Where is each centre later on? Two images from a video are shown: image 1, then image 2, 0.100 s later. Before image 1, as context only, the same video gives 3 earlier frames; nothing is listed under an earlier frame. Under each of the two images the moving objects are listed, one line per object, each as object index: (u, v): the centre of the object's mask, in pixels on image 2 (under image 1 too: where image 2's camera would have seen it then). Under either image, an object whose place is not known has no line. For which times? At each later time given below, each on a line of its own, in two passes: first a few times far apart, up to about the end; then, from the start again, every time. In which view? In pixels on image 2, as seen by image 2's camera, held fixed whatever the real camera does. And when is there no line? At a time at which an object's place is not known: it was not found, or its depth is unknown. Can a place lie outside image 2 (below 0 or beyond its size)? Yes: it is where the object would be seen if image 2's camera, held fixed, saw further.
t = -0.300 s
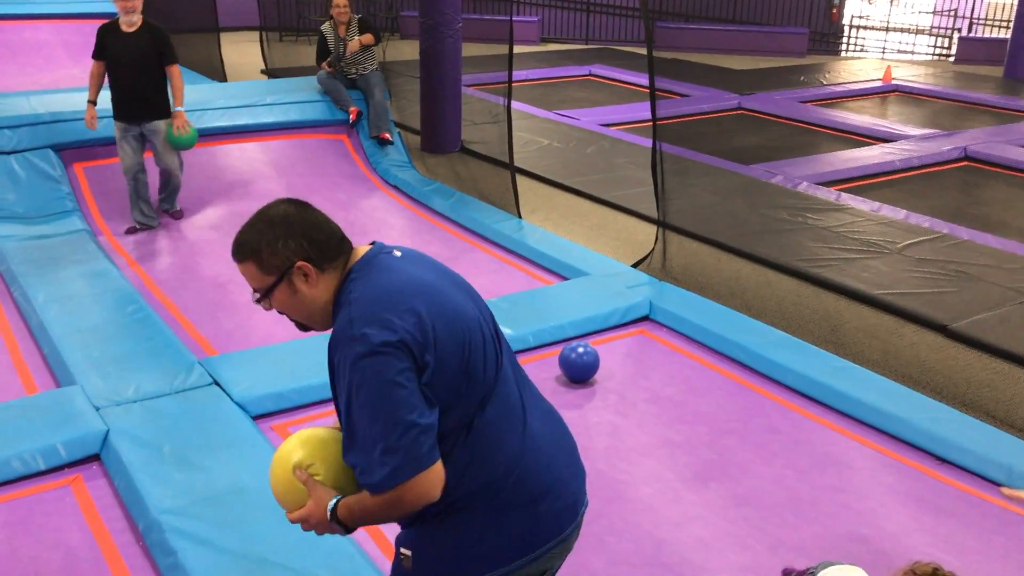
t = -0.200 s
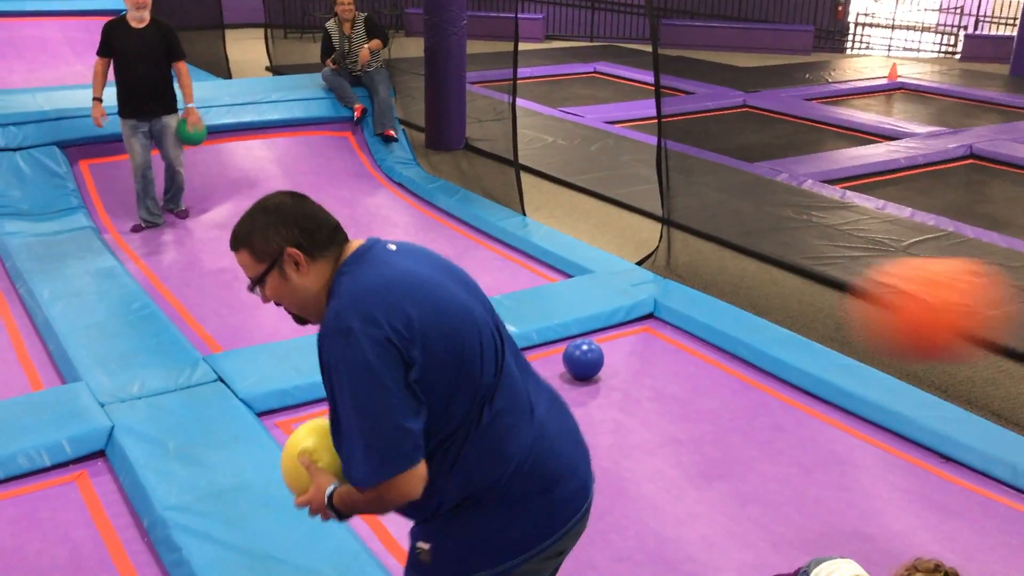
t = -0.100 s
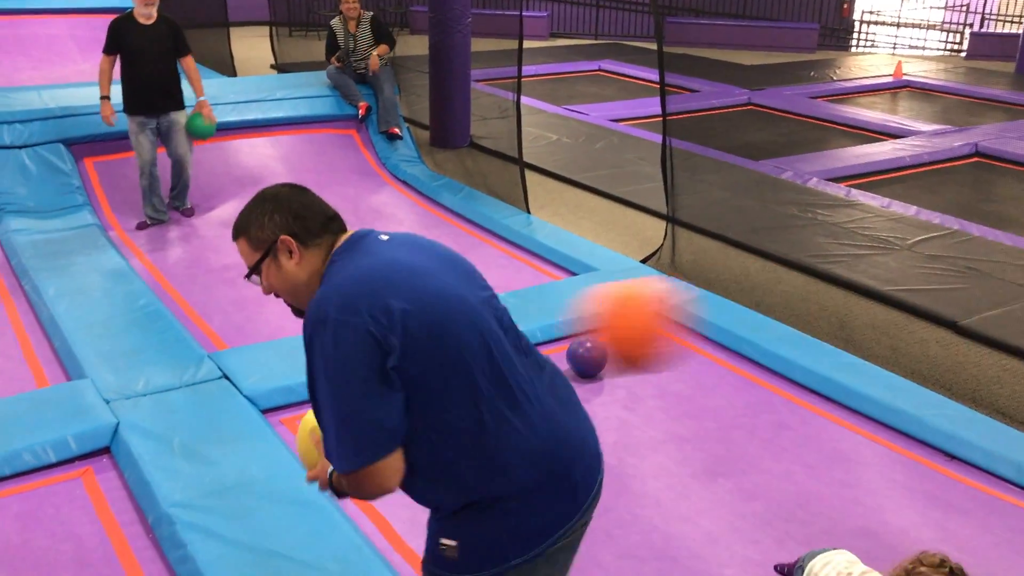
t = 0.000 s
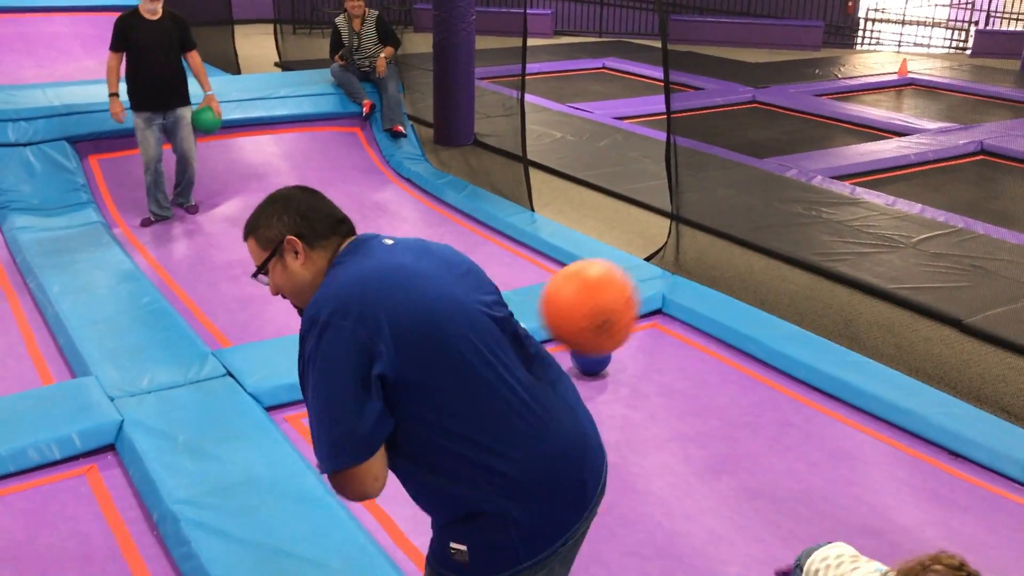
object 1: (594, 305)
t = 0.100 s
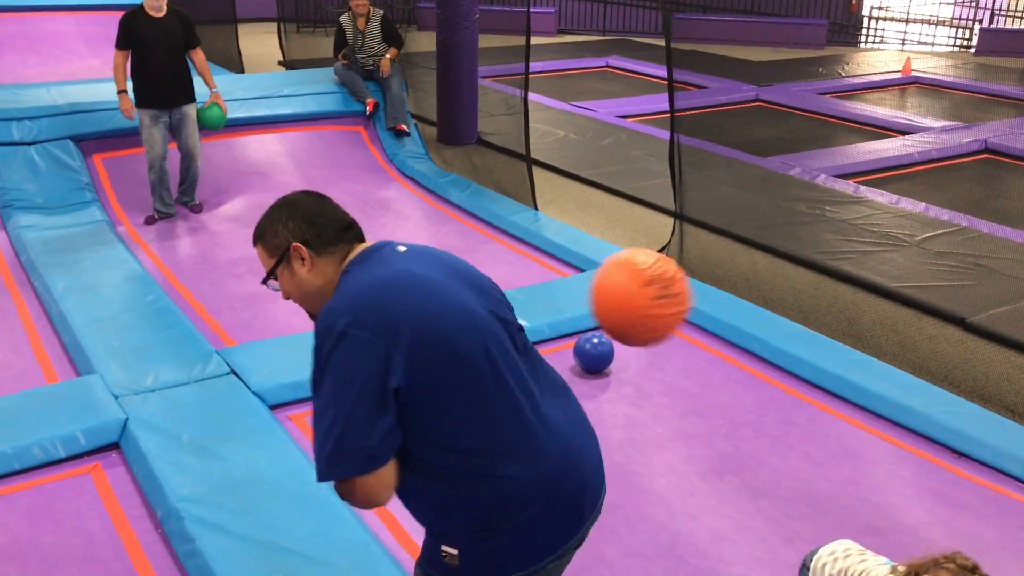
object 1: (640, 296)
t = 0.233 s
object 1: (698, 349)
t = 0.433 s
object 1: (770, 546)
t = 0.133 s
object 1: (655, 303)
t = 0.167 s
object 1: (670, 313)
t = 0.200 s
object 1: (684, 329)
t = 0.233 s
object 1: (698, 349)
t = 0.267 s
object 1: (712, 375)
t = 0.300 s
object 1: (725, 403)
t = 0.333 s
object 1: (738, 436)
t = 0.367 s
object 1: (750, 473)
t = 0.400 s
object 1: (761, 513)
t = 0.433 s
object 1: (770, 546)
